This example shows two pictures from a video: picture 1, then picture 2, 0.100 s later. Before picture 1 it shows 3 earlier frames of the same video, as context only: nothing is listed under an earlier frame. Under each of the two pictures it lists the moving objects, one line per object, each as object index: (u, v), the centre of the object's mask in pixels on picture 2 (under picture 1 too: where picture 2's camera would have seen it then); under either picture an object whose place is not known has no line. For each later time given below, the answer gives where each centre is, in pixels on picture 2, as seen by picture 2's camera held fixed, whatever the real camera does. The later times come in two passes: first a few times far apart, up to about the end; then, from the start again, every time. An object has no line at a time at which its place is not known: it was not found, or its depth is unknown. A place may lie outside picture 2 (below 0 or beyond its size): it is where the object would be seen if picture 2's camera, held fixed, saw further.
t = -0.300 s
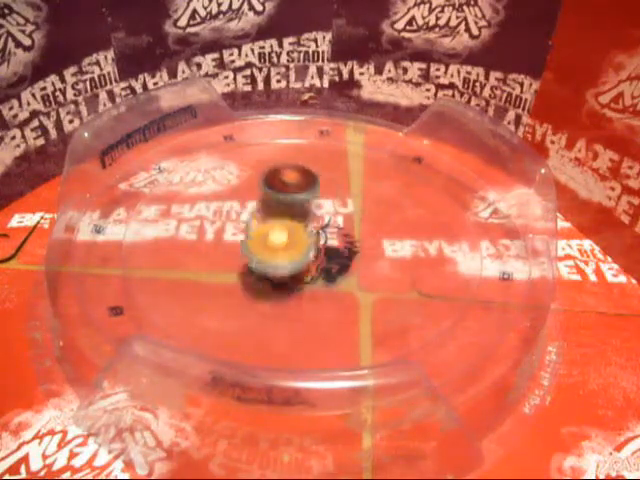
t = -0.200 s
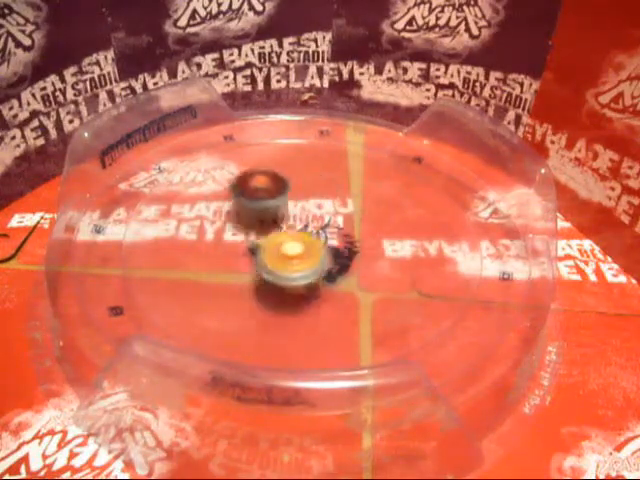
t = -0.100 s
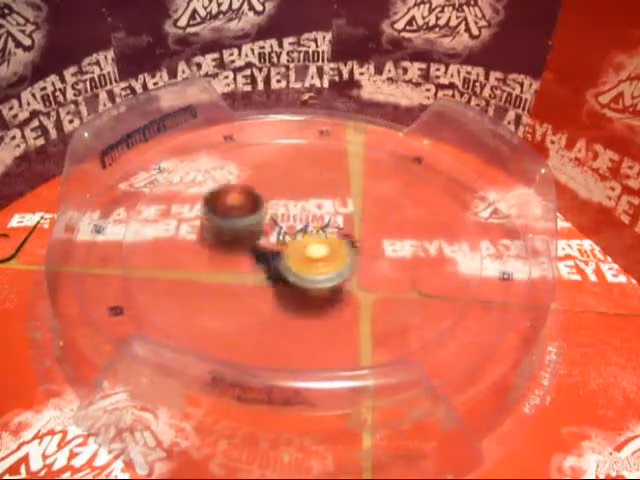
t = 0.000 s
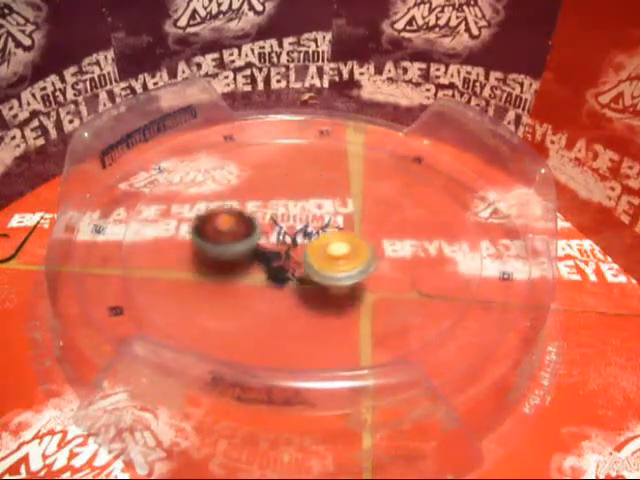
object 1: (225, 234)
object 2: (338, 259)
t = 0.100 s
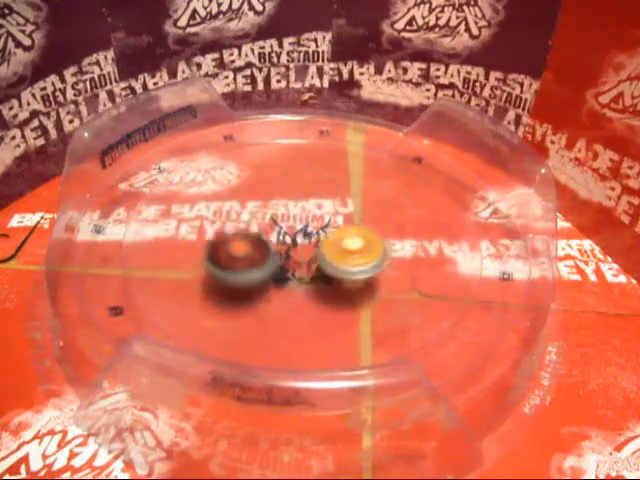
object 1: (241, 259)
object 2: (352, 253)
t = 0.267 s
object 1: (301, 279)
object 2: (366, 237)
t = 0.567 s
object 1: (337, 251)
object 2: (393, 173)
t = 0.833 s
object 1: (303, 211)
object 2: (333, 168)
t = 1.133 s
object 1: (258, 251)
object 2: (286, 183)
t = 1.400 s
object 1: (325, 254)
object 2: (267, 217)
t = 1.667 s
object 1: (321, 214)
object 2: (262, 237)
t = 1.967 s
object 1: (251, 214)
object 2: (285, 255)
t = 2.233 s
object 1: (252, 241)
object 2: (322, 255)
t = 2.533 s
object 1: (304, 237)
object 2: (375, 239)
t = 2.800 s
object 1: (314, 202)
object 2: (368, 218)
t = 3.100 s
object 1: (275, 199)
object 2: (344, 212)
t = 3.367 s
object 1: (154, 199)
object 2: (442, 222)
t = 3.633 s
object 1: (148, 261)
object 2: (416, 209)
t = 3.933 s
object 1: (290, 300)
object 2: (350, 211)
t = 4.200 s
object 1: (381, 241)
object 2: (295, 217)
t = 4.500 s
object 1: (357, 172)
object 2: (248, 223)
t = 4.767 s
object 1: (282, 164)
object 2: (233, 225)
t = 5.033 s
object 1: (265, 203)
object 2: (216, 262)
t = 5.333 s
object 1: (411, 233)
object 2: (338, 305)
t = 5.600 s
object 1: (374, 176)
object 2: (372, 231)
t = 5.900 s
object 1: (304, 301)
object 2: (341, 194)
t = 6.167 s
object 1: (462, 264)
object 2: (306, 183)
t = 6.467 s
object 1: (289, 206)
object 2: (241, 159)
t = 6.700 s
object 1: (138, 305)
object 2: (175, 175)
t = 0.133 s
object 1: (251, 267)
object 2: (354, 251)
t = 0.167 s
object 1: (263, 272)
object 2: (357, 248)
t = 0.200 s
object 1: (277, 275)
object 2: (358, 246)
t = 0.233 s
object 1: (295, 278)
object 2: (360, 243)
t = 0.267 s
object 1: (301, 279)
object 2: (366, 237)
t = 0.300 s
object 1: (297, 281)
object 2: (387, 226)
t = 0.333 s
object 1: (295, 280)
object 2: (401, 212)
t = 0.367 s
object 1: (296, 279)
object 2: (412, 202)
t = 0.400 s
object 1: (301, 275)
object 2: (415, 196)
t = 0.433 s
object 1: (308, 271)
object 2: (415, 188)
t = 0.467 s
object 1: (316, 267)
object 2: (412, 182)
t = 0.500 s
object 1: (326, 260)
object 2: (406, 178)
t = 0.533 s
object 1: (334, 256)
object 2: (400, 175)
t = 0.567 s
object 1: (337, 251)
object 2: (393, 173)
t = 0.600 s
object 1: (340, 243)
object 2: (384, 171)
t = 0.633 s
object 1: (340, 237)
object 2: (375, 170)
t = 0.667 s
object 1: (338, 229)
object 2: (367, 170)
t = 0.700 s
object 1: (336, 223)
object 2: (358, 170)
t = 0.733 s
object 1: (331, 217)
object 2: (350, 170)
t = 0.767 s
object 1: (324, 213)
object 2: (342, 171)
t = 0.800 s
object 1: (315, 211)
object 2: (335, 171)
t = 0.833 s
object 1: (303, 211)
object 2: (333, 168)
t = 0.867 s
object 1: (292, 213)
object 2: (327, 167)
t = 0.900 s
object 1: (280, 216)
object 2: (323, 167)
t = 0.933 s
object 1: (271, 219)
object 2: (317, 168)
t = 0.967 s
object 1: (263, 223)
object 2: (311, 170)
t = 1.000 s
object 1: (258, 228)
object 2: (305, 173)
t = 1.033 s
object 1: (255, 234)
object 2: (300, 174)
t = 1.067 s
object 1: (254, 240)
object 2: (294, 177)
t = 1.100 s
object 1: (255, 247)
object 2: (290, 181)
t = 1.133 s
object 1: (258, 251)
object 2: (286, 183)
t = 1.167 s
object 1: (265, 256)
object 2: (283, 187)
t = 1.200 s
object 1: (272, 260)
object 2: (279, 190)
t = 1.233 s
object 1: (281, 264)
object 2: (276, 195)
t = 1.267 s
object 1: (288, 266)
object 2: (273, 199)
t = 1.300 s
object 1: (300, 266)
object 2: (271, 204)
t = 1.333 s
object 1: (309, 265)
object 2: (270, 208)
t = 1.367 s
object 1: (319, 261)
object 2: (268, 213)
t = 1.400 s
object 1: (325, 254)
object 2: (267, 217)
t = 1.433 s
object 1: (334, 250)
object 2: (264, 220)
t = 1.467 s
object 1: (339, 246)
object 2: (262, 223)
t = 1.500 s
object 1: (341, 239)
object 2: (261, 226)
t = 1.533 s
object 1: (340, 233)
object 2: (260, 231)
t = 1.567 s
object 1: (336, 227)
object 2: (260, 232)
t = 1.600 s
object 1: (333, 221)
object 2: (260, 234)
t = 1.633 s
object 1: (328, 216)
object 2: (262, 235)
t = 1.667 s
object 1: (321, 214)
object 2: (262, 237)
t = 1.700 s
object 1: (313, 209)
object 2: (264, 240)
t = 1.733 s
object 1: (305, 207)
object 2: (265, 240)
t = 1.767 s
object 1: (297, 205)
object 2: (268, 242)
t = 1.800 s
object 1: (287, 204)
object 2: (269, 243)
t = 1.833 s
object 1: (278, 205)
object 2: (273, 245)
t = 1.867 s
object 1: (270, 206)
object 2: (276, 246)
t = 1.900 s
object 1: (261, 210)
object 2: (279, 249)
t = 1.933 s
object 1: (255, 212)
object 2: (283, 254)
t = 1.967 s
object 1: (251, 214)
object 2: (285, 255)
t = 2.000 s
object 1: (247, 216)
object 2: (288, 256)
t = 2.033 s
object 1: (244, 221)
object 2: (292, 256)
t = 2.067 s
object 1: (243, 225)
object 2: (296, 257)
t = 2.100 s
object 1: (243, 230)
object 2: (299, 256)
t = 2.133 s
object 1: (245, 233)
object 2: (307, 257)
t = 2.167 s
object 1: (245, 235)
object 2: (313, 257)
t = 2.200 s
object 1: (248, 237)
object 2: (318, 256)
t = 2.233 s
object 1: (252, 241)
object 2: (322, 255)
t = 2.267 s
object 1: (257, 244)
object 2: (325, 253)
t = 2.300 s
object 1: (258, 246)
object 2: (333, 251)
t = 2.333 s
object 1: (260, 245)
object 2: (344, 254)
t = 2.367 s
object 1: (265, 245)
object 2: (352, 253)
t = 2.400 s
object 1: (272, 244)
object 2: (360, 252)
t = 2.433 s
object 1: (283, 244)
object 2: (365, 250)
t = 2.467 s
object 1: (290, 243)
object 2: (370, 247)
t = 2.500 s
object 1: (298, 240)
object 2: (373, 243)
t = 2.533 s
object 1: (304, 237)
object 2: (375, 239)
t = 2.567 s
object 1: (309, 234)
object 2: (376, 235)
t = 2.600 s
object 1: (313, 229)
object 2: (377, 233)
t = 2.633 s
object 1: (315, 225)
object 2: (376, 230)
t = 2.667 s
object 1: (317, 219)
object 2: (375, 228)
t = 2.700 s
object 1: (317, 215)
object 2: (374, 225)
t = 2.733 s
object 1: (315, 212)
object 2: (371, 222)
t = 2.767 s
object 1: (314, 207)
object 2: (369, 221)
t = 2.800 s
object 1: (314, 202)
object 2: (368, 218)
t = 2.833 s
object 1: (311, 199)
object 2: (365, 218)
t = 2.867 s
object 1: (308, 196)
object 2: (361, 216)
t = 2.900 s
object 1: (304, 195)
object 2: (358, 215)
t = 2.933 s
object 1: (300, 194)
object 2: (354, 213)
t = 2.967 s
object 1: (294, 194)
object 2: (351, 212)
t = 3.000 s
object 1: (291, 196)
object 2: (348, 211)
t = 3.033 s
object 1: (287, 197)
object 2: (346, 211)
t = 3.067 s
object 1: (281, 198)
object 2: (346, 212)
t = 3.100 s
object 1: (275, 199)
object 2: (344, 212)
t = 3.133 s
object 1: (272, 203)
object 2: (341, 212)
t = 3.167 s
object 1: (270, 207)
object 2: (337, 211)
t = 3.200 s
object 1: (267, 211)
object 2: (336, 211)
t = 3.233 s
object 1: (246, 210)
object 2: (357, 215)
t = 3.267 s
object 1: (215, 203)
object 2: (383, 217)
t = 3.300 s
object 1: (188, 198)
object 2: (414, 221)
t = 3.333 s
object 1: (169, 196)
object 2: (431, 221)
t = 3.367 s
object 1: (154, 199)
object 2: (442, 222)
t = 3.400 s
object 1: (147, 203)
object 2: (446, 222)
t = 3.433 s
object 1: (141, 210)
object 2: (447, 220)
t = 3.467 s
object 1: (137, 217)
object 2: (446, 217)
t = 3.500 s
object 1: (135, 224)
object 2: (444, 215)
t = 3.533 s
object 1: (135, 234)
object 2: (439, 214)
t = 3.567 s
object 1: (138, 243)
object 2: (433, 212)
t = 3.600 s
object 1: (141, 253)
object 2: (425, 210)
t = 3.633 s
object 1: (148, 261)
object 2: (416, 209)
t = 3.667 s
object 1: (157, 269)
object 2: (407, 209)
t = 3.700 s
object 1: (168, 276)
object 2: (399, 207)
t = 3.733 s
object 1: (182, 285)
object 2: (390, 207)
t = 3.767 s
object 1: (199, 290)
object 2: (383, 208)
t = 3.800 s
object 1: (216, 296)
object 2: (375, 208)
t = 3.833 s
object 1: (233, 299)
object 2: (368, 209)
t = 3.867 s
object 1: (252, 301)
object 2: (363, 209)
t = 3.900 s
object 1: (272, 302)
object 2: (356, 210)
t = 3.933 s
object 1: (290, 300)
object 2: (350, 211)
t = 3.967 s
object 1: (307, 295)
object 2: (344, 211)
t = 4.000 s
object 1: (322, 288)
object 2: (337, 212)
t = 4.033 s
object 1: (334, 281)
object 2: (331, 213)
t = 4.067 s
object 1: (347, 275)
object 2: (324, 214)
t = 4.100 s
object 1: (355, 267)
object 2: (320, 216)
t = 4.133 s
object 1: (364, 258)
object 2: (311, 217)
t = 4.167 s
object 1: (374, 250)
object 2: (303, 217)
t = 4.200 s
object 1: (381, 241)
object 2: (295, 217)
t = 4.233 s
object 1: (383, 232)
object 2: (288, 217)
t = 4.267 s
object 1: (385, 222)
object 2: (282, 218)
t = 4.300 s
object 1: (384, 214)
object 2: (274, 219)
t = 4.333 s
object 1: (383, 205)
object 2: (270, 220)
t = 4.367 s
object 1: (380, 198)
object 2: (264, 221)
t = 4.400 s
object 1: (377, 190)
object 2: (259, 222)
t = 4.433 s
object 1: (372, 184)
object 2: (254, 222)
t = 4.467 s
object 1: (366, 177)
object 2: (252, 223)
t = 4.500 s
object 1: (357, 172)
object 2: (248, 223)
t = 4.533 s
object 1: (350, 167)
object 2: (245, 224)
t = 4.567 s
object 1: (341, 163)
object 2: (242, 223)
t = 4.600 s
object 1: (332, 160)
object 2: (240, 224)
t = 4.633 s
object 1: (321, 159)
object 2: (236, 224)
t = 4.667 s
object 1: (311, 158)
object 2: (235, 224)
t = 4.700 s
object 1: (301, 159)
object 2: (234, 225)
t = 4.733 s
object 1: (292, 160)
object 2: (234, 225)
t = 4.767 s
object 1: (282, 164)
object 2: (233, 225)
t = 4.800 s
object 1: (273, 167)
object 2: (233, 226)
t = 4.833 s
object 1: (265, 171)
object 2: (233, 226)
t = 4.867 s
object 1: (259, 177)
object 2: (234, 226)
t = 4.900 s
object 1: (253, 182)
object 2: (235, 227)
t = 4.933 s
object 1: (250, 187)
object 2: (237, 226)
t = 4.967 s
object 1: (251, 189)
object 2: (235, 226)
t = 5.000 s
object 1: (258, 194)
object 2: (227, 237)
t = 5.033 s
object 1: (265, 203)
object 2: (216, 262)
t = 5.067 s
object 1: (277, 212)
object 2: (212, 280)
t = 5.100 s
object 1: (287, 224)
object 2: (214, 283)
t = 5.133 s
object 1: (298, 234)
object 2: (219, 303)
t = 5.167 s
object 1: (315, 243)
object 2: (231, 320)
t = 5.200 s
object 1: (330, 249)
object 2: (250, 320)
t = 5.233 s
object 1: (351, 253)
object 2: (272, 328)
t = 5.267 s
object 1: (372, 249)
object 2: (296, 323)
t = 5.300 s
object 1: (393, 243)
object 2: (320, 314)
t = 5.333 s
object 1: (411, 233)
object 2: (338, 305)
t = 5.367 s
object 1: (417, 226)
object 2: (350, 296)
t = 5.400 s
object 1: (425, 209)
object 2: (361, 285)
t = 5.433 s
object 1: (425, 199)
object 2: (369, 273)
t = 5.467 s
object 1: (420, 191)
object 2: (372, 263)
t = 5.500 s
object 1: (414, 184)
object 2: (375, 253)
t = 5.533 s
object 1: (404, 179)
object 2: (376, 245)
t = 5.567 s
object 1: (392, 177)
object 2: (375, 237)
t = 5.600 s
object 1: (374, 176)
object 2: (372, 231)
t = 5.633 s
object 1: (354, 177)
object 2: (371, 224)
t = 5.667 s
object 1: (332, 181)
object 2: (368, 220)
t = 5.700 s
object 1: (313, 189)
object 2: (365, 216)
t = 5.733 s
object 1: (292, 202)
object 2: (362, 212)
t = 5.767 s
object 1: (275, 222)
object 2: (357, 207)
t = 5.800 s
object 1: (265, 242)
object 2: (353, 204)
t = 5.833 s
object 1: (268, 261)
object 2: (349, 200)
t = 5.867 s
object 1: (279, 280)
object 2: (345, 197)
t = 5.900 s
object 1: (304, 301)
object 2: (341, 194)
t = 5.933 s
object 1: (340, 309)
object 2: (335, 191)
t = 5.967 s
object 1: (383, 310)
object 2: (331, 189)
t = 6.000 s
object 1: (413, 307)
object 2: (326, 187)
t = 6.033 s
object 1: (438, 301)
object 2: (321, 185)
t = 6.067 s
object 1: (452, 293)
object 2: (318, 185)
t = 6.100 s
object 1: (459, 282)
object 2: (313, 183)
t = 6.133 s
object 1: (462, 273)
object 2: (309, 183)
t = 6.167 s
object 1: (462, 264)
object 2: (306, 183)
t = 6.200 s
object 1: (459, 255)
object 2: (305, 184)
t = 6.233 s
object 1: (451, 245)
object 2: (302, 185)
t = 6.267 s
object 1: (441, 233)
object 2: (300, 185)
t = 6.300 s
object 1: (424, 221)
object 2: (297, 186)
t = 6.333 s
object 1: (400, 209)
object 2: (295, 187)
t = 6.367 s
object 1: (371, 202)
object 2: (294, 188)
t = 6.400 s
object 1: (342, 200)
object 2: (282, 179)
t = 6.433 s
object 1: (319, 201)
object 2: (263, 162)
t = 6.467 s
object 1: (289, 206)
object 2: (241, 159)
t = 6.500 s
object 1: (248, 215)
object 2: (225, 164)
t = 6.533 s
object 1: (226, 224)
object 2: (211, 161)
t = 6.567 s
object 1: (194, 241)
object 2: (200, 159)
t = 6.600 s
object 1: (170, 258)
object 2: (190, 163)
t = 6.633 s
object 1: (149, 279)
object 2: (184, 165)
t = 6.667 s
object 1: (138, 292)
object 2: (179, 170)
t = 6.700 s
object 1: (138, 305)
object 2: (175, 175)
